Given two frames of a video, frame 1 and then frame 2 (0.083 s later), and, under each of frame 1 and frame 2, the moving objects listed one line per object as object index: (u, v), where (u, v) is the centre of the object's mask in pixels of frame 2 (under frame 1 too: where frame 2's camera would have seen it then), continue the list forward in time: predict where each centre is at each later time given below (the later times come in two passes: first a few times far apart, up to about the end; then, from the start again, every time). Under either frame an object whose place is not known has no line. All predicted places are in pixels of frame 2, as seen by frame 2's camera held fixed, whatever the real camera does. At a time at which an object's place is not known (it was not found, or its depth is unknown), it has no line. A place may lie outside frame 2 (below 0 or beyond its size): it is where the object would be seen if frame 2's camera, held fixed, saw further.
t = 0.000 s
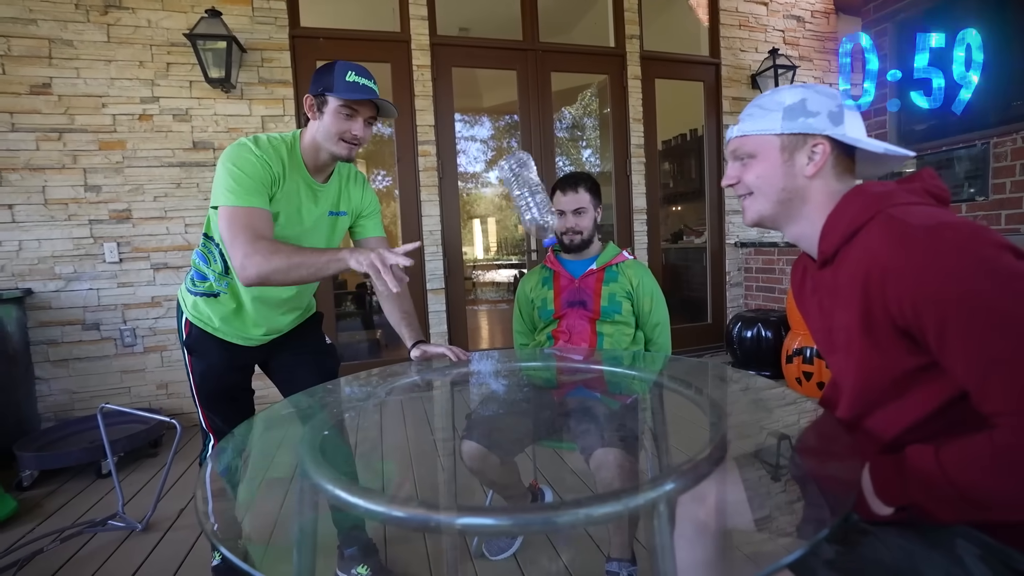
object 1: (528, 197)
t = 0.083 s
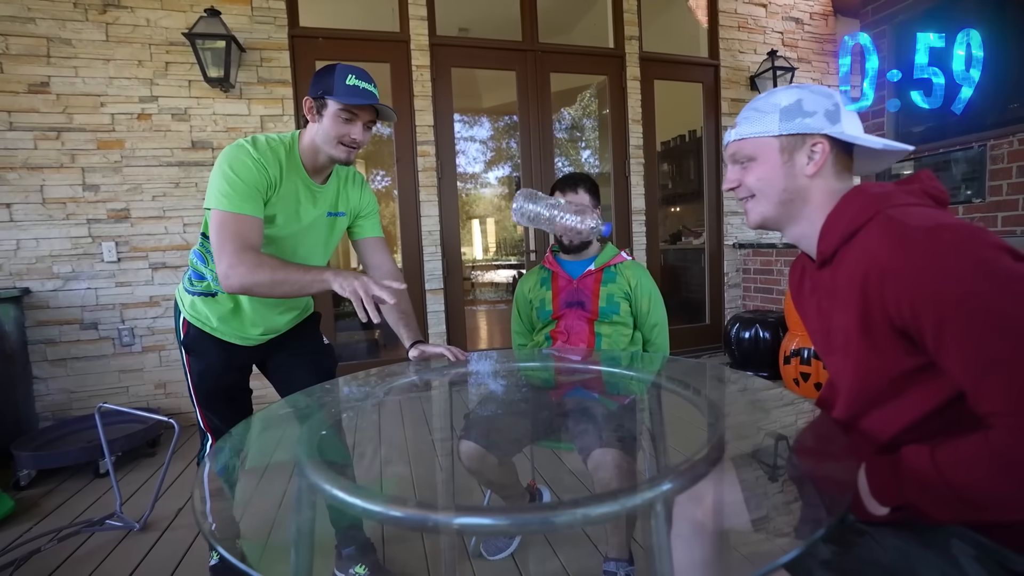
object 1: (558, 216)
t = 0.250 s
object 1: (579, 353)
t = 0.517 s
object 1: (575, 357)
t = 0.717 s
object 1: (580, 360)
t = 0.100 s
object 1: (562, 224)
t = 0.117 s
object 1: (566, 232)
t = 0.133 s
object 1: (569, 243)
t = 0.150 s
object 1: (570, 255)
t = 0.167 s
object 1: (574, 269)
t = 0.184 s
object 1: (574, 287)
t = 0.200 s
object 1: (577, 303)
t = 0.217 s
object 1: (578, 324)
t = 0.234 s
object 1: (579, 345)
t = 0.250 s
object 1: (579, 353)
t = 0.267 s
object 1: (575, 353)
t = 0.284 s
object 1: (573, 353)
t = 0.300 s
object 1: (571, 353)
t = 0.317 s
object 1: (570, 354)
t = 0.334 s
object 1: (569, 354)
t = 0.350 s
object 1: (569, 354)
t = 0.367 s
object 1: (569, 354)
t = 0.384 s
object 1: (569, 354)
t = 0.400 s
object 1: (570, 354)
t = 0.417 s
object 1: (570, 354)
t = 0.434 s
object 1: (571, 355)
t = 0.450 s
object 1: (571, 355)
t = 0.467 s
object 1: (572, 355)
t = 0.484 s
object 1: (573, 356)
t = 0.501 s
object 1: (574, 356)
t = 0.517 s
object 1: (575, 357)
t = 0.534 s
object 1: (575, 357)
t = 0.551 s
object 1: (576, 357)
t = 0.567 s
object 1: (576, 358)
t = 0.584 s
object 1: (576, 358)
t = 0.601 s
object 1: (577, 358)
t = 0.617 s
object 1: (577, 359)
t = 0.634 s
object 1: (578, 359)
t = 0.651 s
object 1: (578, 359)
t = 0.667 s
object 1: (579, 360)
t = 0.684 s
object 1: (579, 360)
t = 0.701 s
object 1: (580, 360)
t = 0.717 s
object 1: (580, 360)
